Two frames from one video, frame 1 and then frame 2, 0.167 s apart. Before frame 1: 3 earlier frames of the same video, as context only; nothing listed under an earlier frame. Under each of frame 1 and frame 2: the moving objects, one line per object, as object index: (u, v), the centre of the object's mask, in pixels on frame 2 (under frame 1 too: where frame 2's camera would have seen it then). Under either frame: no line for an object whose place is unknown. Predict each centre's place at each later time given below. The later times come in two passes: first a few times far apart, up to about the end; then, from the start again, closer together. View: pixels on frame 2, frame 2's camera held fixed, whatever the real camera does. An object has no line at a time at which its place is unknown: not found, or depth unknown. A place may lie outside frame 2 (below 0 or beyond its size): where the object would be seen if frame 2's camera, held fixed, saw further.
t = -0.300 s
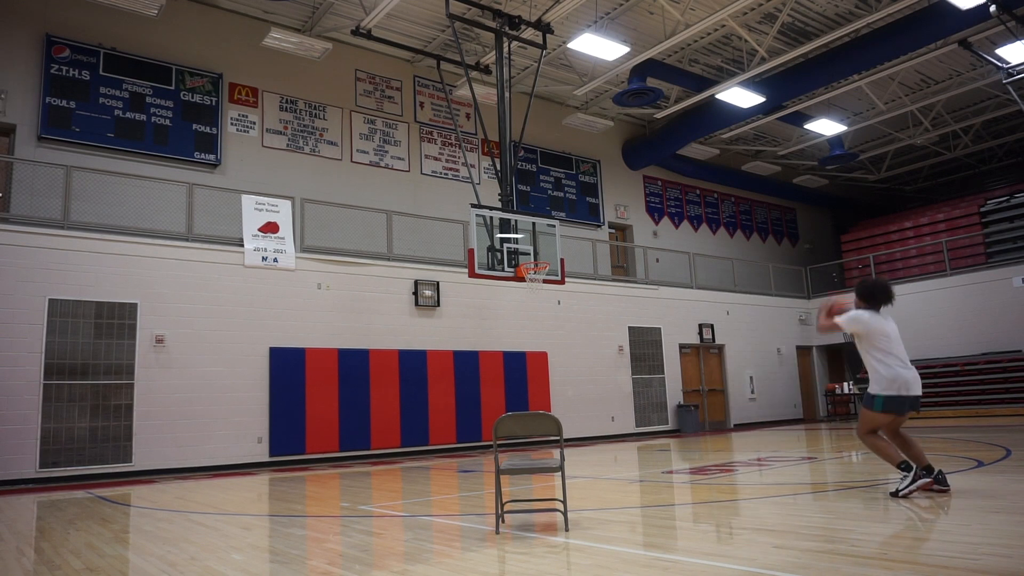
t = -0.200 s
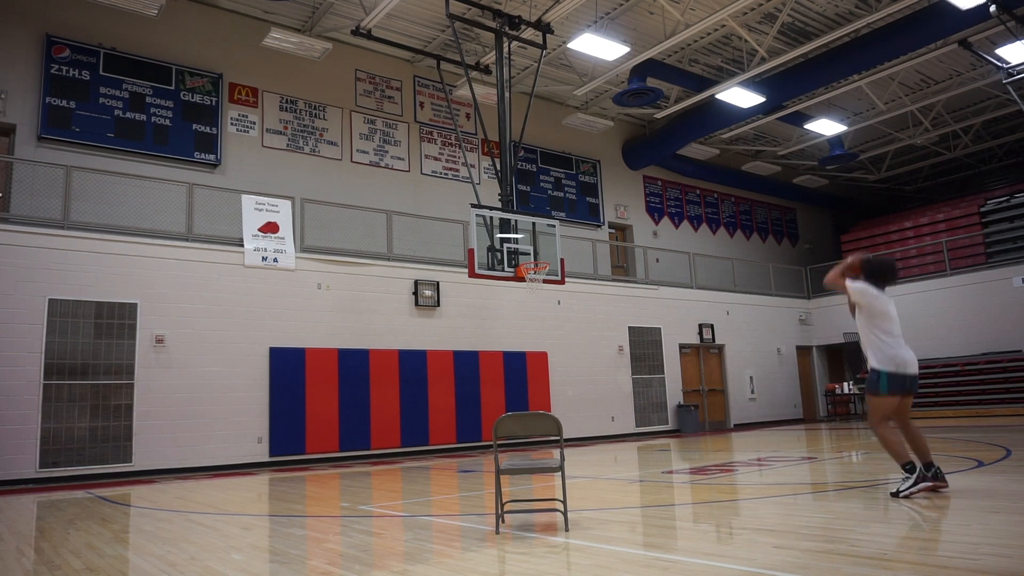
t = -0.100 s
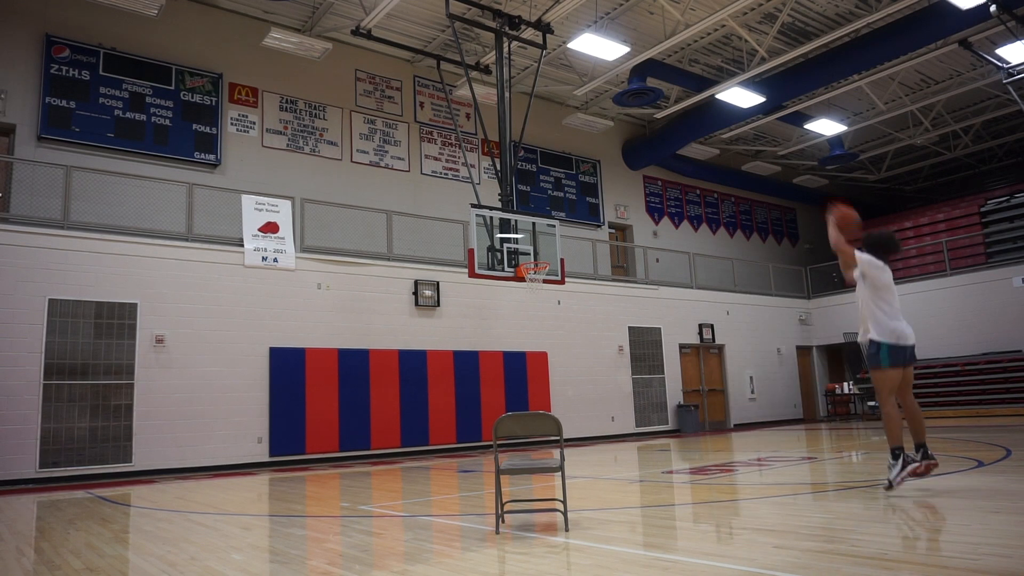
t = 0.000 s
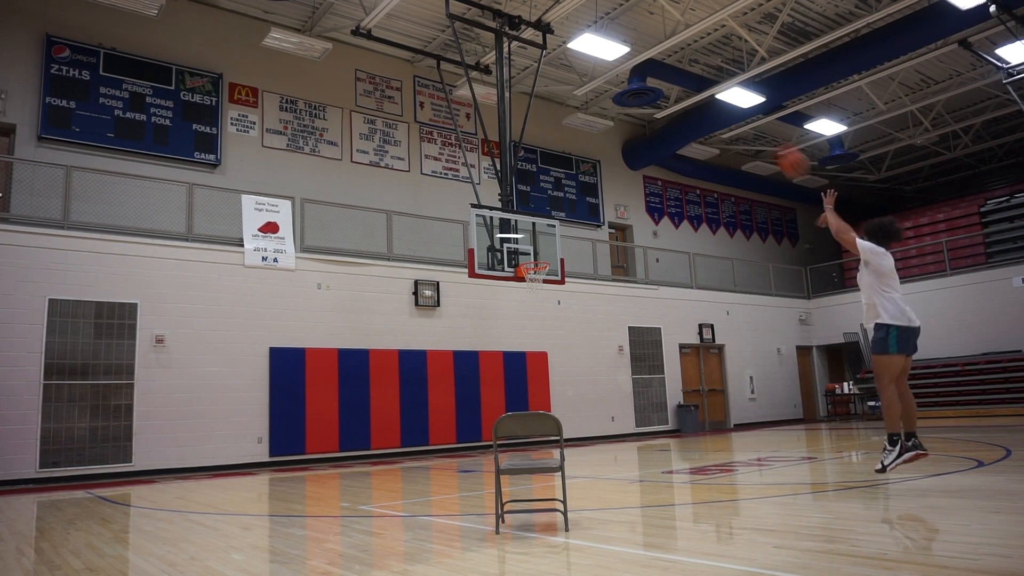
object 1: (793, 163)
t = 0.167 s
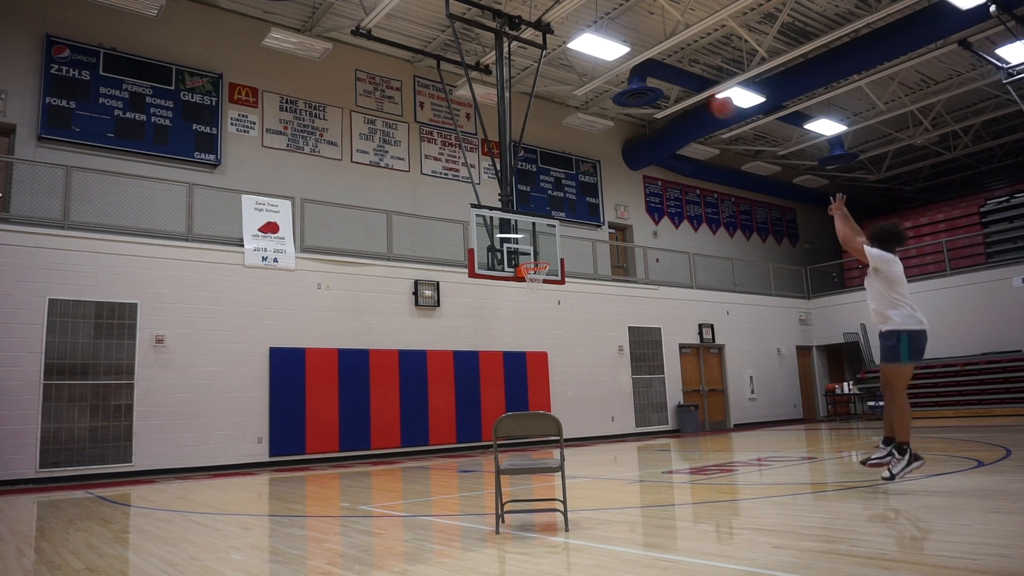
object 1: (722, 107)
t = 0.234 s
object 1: (701, 93)
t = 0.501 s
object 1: (632, 83)
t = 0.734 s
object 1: (590, 115)
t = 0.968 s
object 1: (558, 174)
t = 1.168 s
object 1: (537, 244)
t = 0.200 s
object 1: (711, 99)
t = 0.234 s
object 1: (701, 93)
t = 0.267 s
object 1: (690, 88)
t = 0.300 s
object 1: (681, 84)
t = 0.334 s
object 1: (671, 82)
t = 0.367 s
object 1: (663, 80)
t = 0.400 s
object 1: (654, 80)
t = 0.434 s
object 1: (646, 80)
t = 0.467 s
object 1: (638, 81)
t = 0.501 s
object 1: (632, 83)
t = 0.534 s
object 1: (625, 86)
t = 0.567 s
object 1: (618, 89)
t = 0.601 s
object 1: (612, 93)
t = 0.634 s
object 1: (607, 98)
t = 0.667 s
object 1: (600, 103)
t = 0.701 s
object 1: (595, 109)
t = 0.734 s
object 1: (590, 115)
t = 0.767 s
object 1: (585, 122)
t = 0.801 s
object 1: (580, 129)
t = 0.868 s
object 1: (571, 146)
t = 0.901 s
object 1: (566, 157)
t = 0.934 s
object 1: (562, 163)
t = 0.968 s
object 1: (558, 174)
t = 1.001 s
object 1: (554, 186)
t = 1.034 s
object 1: (550, 196)
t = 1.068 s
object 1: (547, 207)
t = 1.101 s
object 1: (544, 218)
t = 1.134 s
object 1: (540, 231)
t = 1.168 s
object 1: (537, 244)
